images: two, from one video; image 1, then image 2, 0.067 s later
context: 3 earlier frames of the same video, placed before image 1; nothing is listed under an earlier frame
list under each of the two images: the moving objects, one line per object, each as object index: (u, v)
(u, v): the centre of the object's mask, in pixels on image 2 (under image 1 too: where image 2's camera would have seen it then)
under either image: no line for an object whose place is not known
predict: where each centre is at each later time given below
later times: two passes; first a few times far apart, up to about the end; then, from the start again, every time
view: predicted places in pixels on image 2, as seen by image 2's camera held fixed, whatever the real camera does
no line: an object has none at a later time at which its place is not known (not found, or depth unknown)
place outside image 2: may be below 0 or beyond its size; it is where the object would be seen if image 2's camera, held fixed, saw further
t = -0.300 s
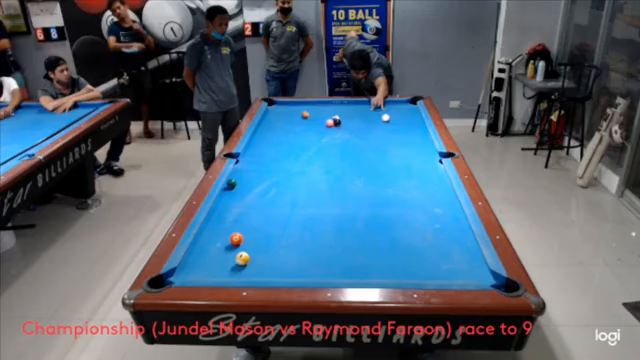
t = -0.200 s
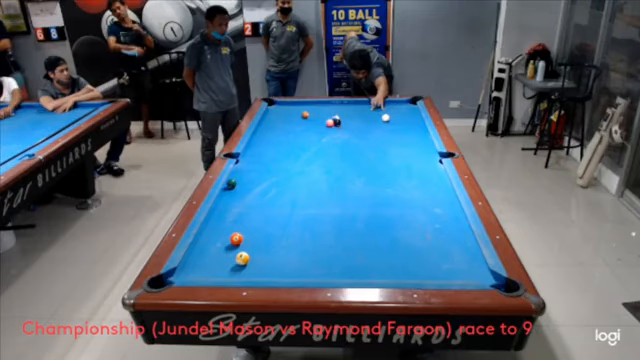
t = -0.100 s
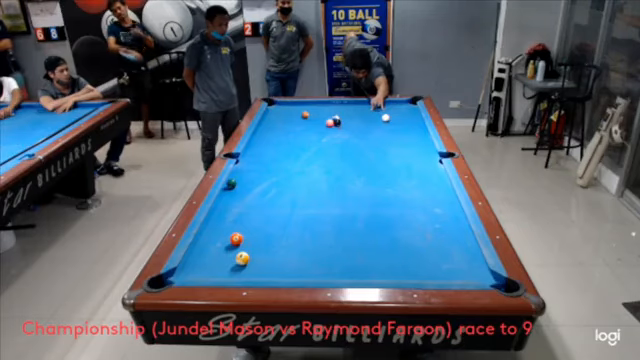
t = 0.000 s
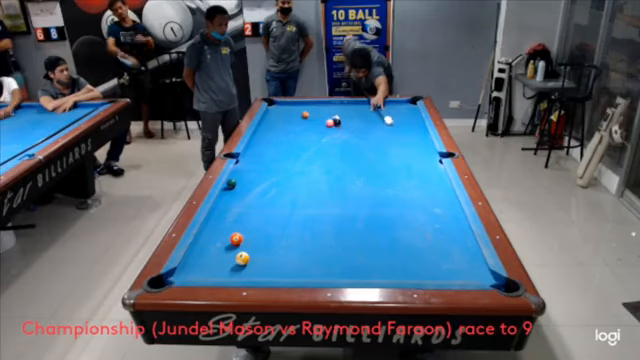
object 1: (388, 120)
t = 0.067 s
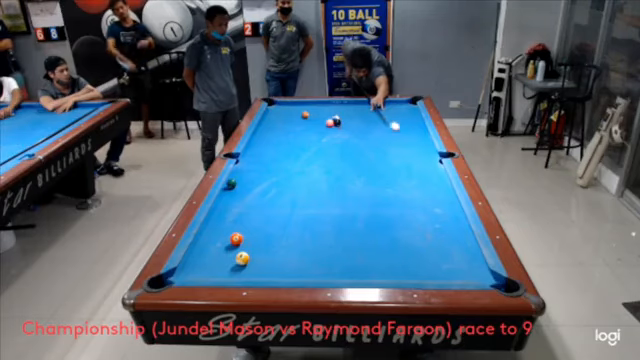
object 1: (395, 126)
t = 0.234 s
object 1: (410, 141)
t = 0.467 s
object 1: (434, 166)
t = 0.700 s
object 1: (444, 199)
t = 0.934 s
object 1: (448, 243)
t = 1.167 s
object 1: (430, 263)
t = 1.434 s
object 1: (381, 235)
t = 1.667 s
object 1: (346, 214)
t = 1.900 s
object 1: (317, 197)
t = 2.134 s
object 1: (292, 182)
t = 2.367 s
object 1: (271, 169)
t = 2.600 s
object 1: (252, 158)
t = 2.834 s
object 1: (253, 151)
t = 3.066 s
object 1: (269, 146)
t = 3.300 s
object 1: (282, 141)
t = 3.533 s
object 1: (295, 137)
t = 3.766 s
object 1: (308, 133)
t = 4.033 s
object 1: (320, 129)
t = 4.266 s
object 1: (330, 125)
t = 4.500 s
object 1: (338, 124)
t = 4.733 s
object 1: (344, 124)
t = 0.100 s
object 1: (398, 129)
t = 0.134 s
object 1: (401, 132)
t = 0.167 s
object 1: (404, 135)
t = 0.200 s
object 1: (407, 138)
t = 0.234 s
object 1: (410, 141)
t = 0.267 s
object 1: (413, 144)
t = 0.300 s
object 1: (417, 148)
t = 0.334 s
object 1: (420, 151)
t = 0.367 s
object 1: (424, 155)
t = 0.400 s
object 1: (427, 158)
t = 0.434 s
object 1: (431, 162)
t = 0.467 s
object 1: (434, 166)
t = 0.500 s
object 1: (439, 170)
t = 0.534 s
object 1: (442, 175)
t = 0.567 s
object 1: (442, 180)
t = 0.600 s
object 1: (443, 184)
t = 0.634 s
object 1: (443, 189)
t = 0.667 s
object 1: (444, 194)
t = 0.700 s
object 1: (444, 199)
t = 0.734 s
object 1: (444, 204)
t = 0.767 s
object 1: (445, 210)
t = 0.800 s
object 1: (446, 216)
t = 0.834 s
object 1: (446, 222)
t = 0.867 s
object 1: (447, 229)
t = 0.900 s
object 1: (447, 236)
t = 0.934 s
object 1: (448, 243)
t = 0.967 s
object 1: (448, 251)
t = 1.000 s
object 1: (449, 259)
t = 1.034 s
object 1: (450, 267)
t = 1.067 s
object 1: (450, 273)
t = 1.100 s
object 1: (445, 273)
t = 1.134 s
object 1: (438, 269)
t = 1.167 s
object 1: (430, 263)
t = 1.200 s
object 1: (423, 259)
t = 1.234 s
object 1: (417, 255)
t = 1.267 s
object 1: (410, 252)
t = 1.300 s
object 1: (404, 248)
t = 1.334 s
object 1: (398, 245)
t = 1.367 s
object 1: (392, 241)
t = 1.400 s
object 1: (386, 238)
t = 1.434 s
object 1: (381, 235)
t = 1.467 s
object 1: (376, 231)
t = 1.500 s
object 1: (370, 228)
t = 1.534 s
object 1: (365, 225)
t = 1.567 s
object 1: (360, 222)
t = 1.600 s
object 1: (355, 219)
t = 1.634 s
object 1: (351, 217)
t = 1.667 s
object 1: (346, 214)
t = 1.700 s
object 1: (342, 211)
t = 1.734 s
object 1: (337, 209)
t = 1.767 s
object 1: (333, 206)
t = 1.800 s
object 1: (329, 204)
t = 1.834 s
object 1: (325, 201)
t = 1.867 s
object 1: (321, 199)
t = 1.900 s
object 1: (317, 197)
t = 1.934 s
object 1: (313, 195)
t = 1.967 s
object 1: (309, 193)
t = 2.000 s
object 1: (306, 190)
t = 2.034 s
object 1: (302, 188)
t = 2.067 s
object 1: (299, 186)
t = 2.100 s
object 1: (295, 184)
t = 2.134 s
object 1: (292, 182)
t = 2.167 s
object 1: (289, 180)
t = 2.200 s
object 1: (285, 178)
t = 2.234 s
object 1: (282, 177)
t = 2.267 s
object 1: (280, 175)
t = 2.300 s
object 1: (276, 173)
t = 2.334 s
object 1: (273, 171)
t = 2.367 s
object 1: (271, 169)
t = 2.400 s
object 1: (268, 168)
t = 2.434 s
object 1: (265, 166)
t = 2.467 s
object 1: (263, 165)
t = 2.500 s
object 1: (260, 163)
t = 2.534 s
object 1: (257, 161)
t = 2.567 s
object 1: (254, 160)
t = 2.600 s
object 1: (252, 158)
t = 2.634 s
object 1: (250, 157)
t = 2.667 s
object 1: (247, 155)
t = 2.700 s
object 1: (245, 154)
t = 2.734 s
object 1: (246, 153)
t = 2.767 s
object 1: (248, 152)
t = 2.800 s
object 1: (250, 151)
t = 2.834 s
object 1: (253, 151)
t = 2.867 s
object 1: (256, 150)
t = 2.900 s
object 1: (258, 149)
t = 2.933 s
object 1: (260, 148)
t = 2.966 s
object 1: (262, 148)
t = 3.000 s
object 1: (264, 147)
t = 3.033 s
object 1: (266, 146)
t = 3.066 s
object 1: (269, 146)
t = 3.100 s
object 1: (270, 145)
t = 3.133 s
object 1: (272, 144)
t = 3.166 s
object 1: (274, 144)
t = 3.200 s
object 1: (277, 143)
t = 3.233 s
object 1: (278, 142)
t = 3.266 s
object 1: (280, 142)
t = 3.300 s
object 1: (282, 141)
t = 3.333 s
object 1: (284, 140)
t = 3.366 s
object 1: (286, 140)
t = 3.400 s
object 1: (288, 139)
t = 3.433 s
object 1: (290, 139)
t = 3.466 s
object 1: (292, 138)
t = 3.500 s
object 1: (294, 137)
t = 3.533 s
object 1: (295, 137)
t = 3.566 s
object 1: (297, 136)
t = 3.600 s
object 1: (299, 136)
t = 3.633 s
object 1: (300, 135)
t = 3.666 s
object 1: (302, 135)
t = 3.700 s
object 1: (304, 134)
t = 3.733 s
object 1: (306, 134)
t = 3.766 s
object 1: (308, 133)
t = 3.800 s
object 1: (309, 133)
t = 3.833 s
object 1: (310, 132)
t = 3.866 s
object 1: (312, 132)
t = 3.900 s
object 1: (314, 131)
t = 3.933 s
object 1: (315, 131)
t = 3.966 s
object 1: (316, 130)
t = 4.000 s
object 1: (318, 130)
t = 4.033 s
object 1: (320, 129)
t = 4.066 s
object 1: (321, 129)
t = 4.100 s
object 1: (323, 128)
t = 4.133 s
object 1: (324, 128)
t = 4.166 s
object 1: (325, 127)
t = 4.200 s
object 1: (326, 127)
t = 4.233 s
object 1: (328, 127)
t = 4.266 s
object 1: (330, 125)
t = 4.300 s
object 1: (331, 125)
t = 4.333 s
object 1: (332, 125)
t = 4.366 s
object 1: (333, 125)
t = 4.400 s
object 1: (334, 125)
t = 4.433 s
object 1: (335, 125)
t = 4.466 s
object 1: (337, 124)
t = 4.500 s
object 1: (338, 124)
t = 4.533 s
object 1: (339, 124)
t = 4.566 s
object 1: (340, 124)
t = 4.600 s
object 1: (341, 124)
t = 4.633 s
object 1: (342, 124)
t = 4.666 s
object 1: (342, 124)
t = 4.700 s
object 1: (343, 124)
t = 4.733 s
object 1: (344, 124)
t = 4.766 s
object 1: (345, 124)
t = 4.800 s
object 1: (346, 124)
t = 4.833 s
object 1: (346, 124)
